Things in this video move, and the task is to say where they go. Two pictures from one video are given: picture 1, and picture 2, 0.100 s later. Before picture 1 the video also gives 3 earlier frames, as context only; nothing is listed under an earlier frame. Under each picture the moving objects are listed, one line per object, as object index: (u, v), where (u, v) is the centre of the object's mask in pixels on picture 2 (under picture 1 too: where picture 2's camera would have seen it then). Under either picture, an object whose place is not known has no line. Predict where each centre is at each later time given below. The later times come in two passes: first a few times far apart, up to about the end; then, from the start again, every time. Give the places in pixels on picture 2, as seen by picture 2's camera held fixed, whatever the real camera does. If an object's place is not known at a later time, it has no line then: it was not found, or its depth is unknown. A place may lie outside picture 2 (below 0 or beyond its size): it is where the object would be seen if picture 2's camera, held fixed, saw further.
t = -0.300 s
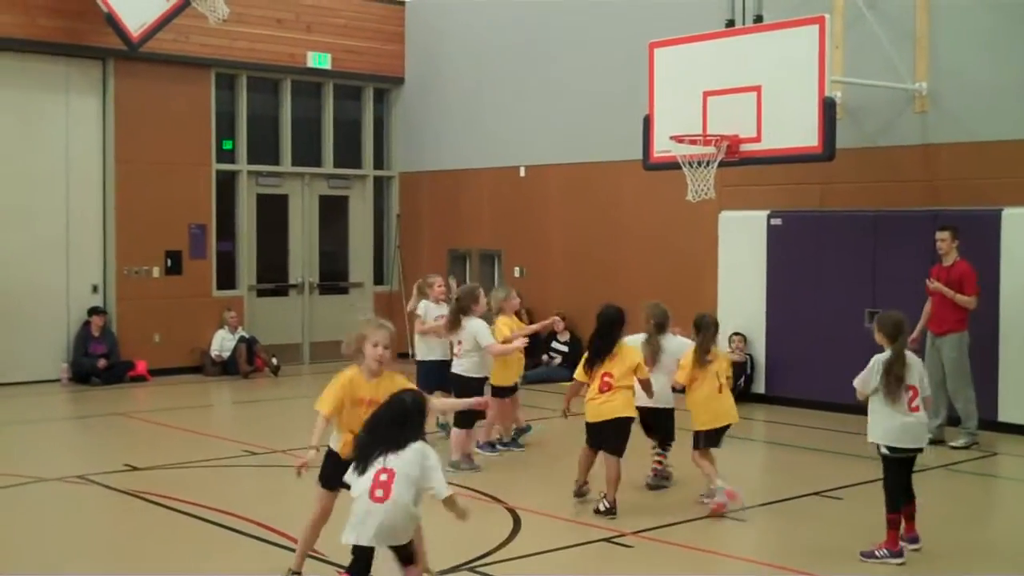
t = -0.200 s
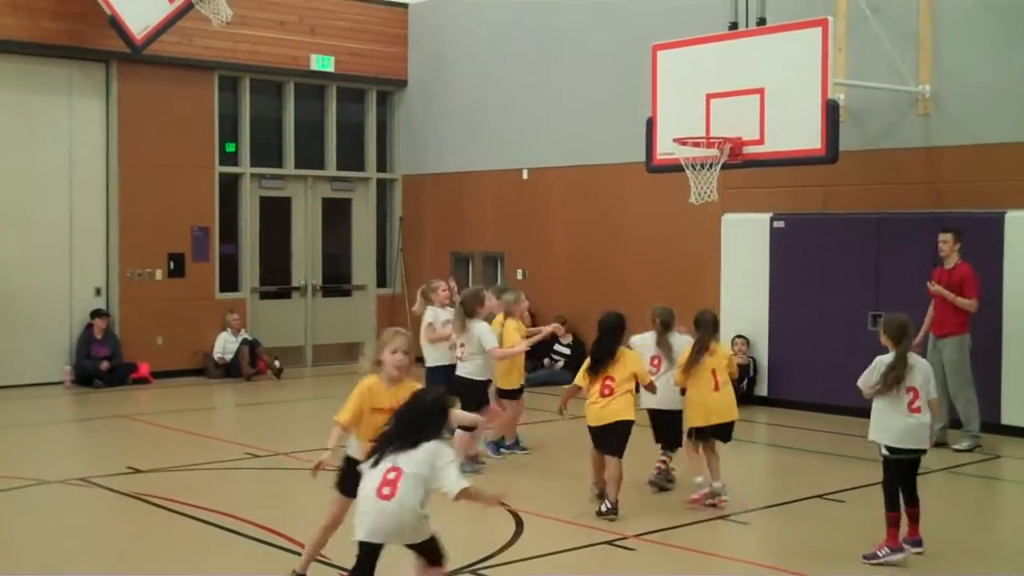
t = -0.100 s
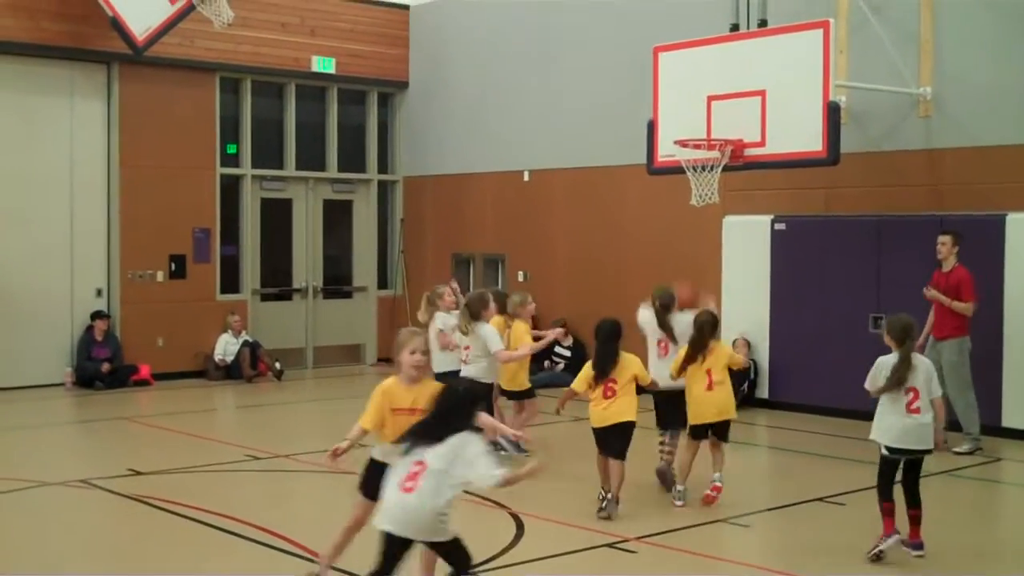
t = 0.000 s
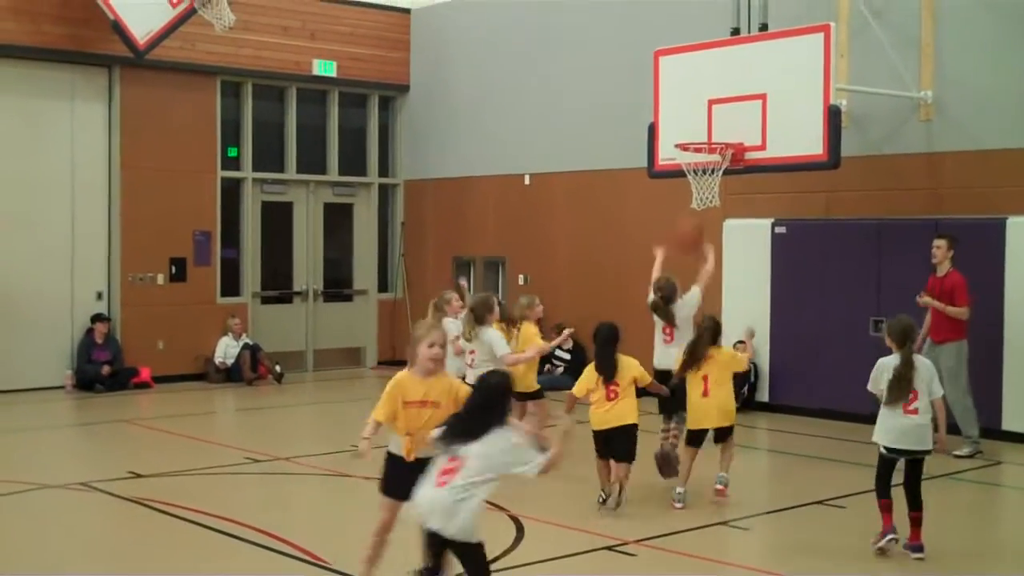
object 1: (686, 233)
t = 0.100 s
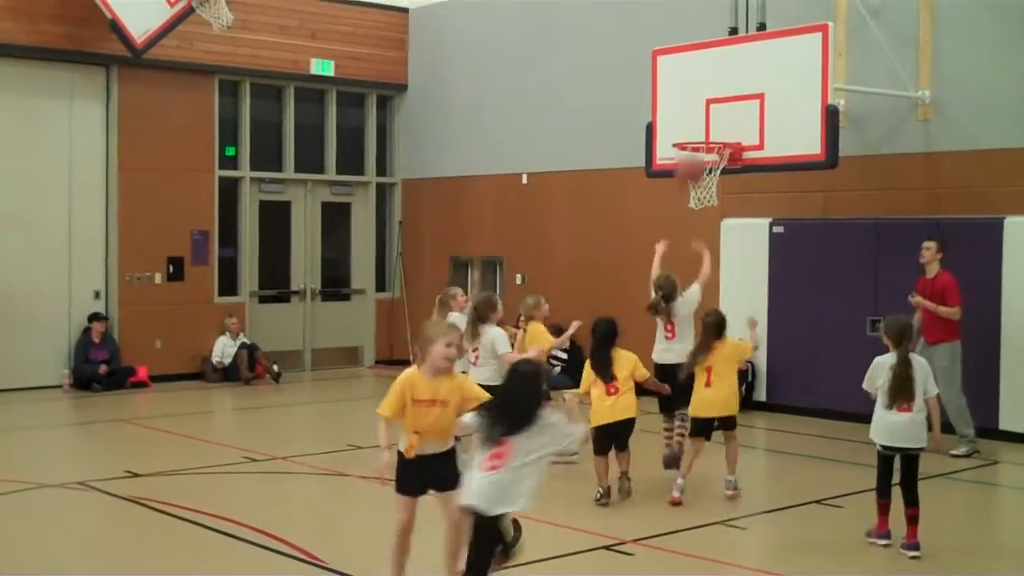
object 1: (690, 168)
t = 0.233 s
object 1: (692, 109)
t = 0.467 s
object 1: (699, 64)
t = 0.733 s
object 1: (695, 90)
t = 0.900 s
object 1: (664, 133)
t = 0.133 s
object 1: (690, 152)
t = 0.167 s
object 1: (690, 135)
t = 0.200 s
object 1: (691, 121)
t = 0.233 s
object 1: (692, 109)
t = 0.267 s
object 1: (693, 97)
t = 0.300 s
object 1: (695, 88)
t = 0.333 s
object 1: (695, 80)
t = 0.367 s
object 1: (697, 74)
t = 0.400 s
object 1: (697, 70)
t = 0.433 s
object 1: (698, 67)
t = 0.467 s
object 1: (699, 64)
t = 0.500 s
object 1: (700, 64)
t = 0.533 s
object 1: (700, 64)
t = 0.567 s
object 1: (701, 66)
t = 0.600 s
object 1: (702, 69)
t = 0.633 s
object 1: (703, 74)
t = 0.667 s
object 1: (704, 80)
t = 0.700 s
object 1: (702, 86)
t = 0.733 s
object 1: (695, 90)
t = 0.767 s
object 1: (689, 96)
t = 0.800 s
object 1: (683, 104)
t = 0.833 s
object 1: (677, 112)
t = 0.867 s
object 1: (671, 121)
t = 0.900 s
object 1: (664, 133)
